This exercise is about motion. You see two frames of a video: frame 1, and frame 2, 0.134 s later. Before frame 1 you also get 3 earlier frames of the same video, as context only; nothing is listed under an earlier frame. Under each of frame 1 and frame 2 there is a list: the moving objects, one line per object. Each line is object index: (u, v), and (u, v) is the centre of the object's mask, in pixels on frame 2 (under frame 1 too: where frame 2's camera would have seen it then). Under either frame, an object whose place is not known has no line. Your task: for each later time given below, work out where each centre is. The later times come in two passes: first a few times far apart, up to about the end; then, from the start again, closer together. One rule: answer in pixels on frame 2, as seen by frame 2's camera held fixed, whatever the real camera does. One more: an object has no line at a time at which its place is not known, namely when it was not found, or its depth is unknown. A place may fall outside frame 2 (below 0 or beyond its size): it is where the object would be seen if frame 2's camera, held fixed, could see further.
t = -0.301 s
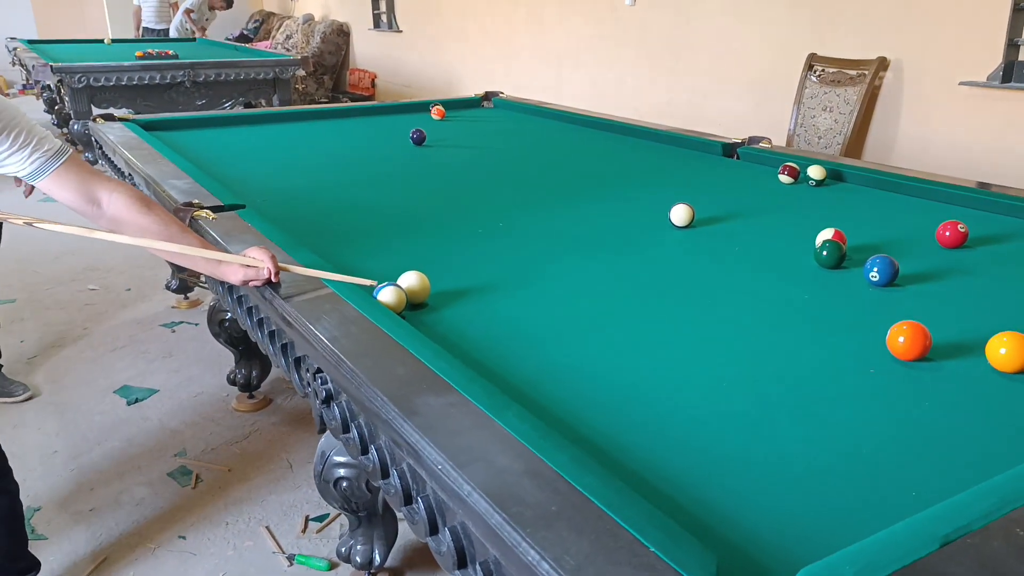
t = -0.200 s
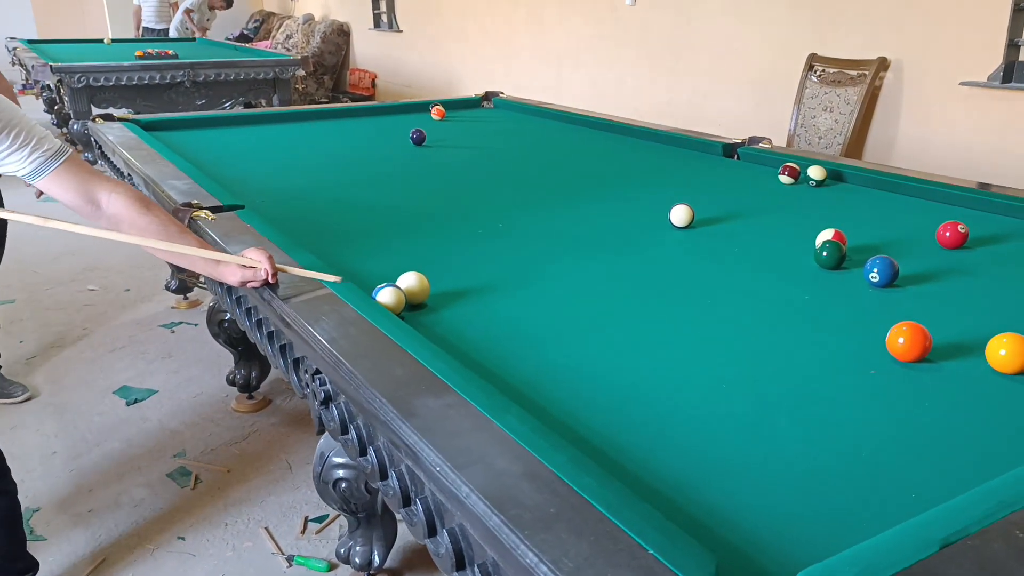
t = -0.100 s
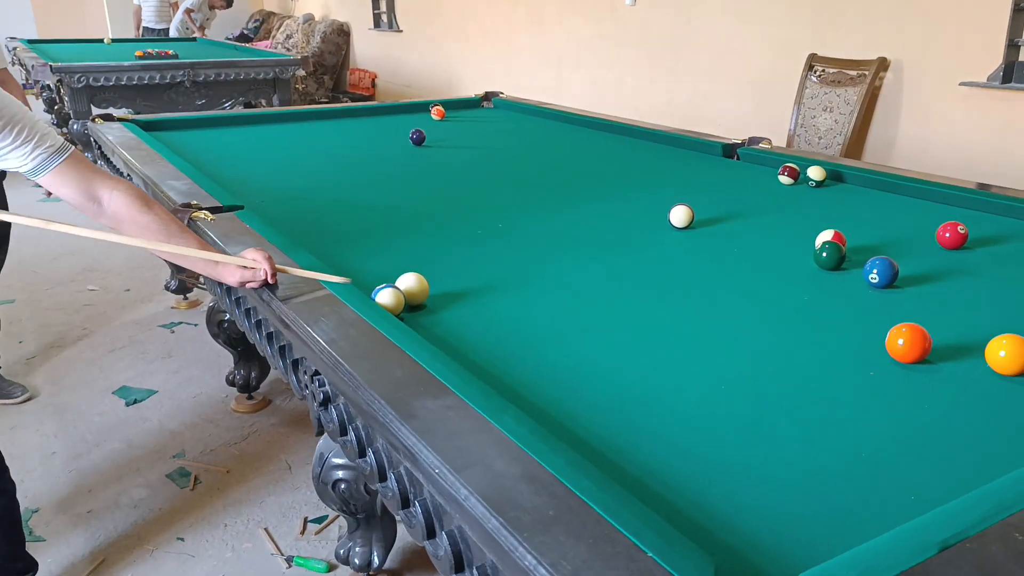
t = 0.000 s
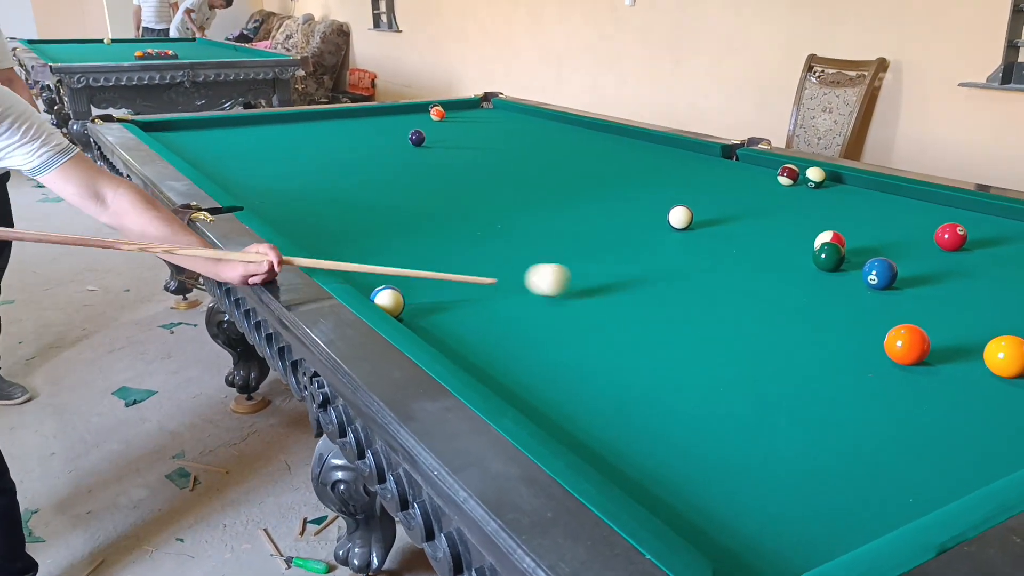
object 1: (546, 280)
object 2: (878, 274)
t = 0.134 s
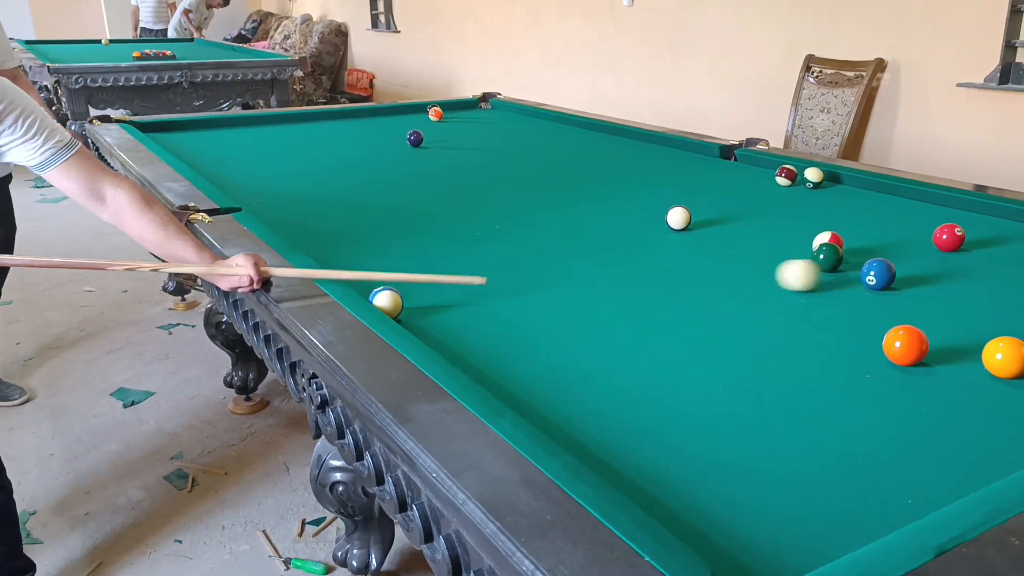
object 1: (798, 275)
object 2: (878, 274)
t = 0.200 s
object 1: (845, 273)
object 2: (949, 274)
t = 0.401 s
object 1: (842, 266)
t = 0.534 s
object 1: (844, 265)
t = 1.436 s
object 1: (852, 260)
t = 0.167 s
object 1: (846, 274)
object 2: (889, 274)
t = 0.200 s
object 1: (845, 273)
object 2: (949, 274)
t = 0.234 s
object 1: (844, 272)
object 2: (1008, 274)
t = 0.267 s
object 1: (844, 270)
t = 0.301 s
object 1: (843, 269)
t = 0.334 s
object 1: (842, 268)
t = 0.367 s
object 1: (842, 267)
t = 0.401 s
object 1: (842, 266)
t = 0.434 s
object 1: (843, 266)
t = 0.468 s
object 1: (843, 265)
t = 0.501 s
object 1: (844, 265)
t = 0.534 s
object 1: (844, 265)
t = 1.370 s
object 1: (852, 260)
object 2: (587, 320)
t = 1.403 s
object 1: (852, 260)
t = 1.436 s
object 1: (852, 260)
